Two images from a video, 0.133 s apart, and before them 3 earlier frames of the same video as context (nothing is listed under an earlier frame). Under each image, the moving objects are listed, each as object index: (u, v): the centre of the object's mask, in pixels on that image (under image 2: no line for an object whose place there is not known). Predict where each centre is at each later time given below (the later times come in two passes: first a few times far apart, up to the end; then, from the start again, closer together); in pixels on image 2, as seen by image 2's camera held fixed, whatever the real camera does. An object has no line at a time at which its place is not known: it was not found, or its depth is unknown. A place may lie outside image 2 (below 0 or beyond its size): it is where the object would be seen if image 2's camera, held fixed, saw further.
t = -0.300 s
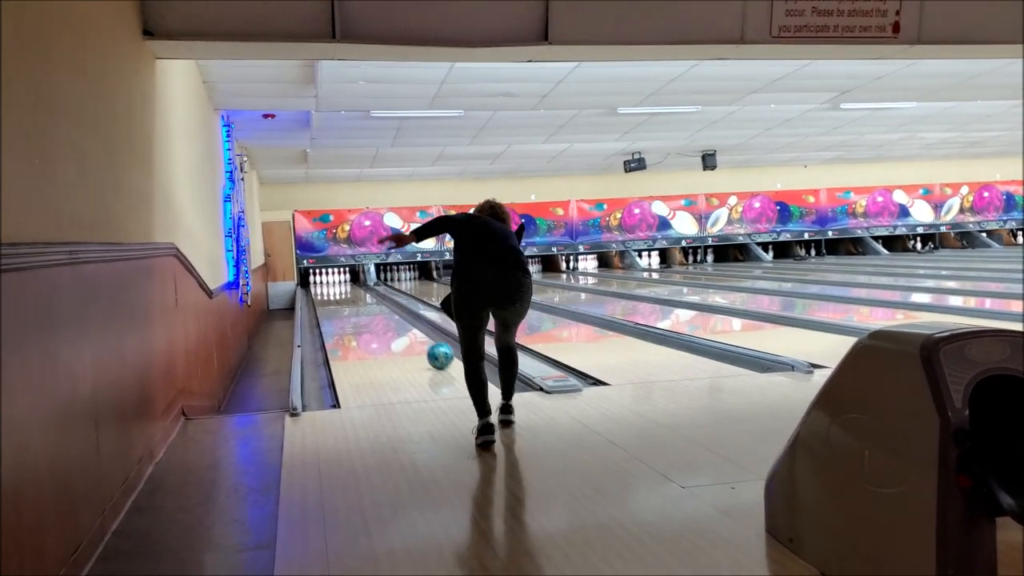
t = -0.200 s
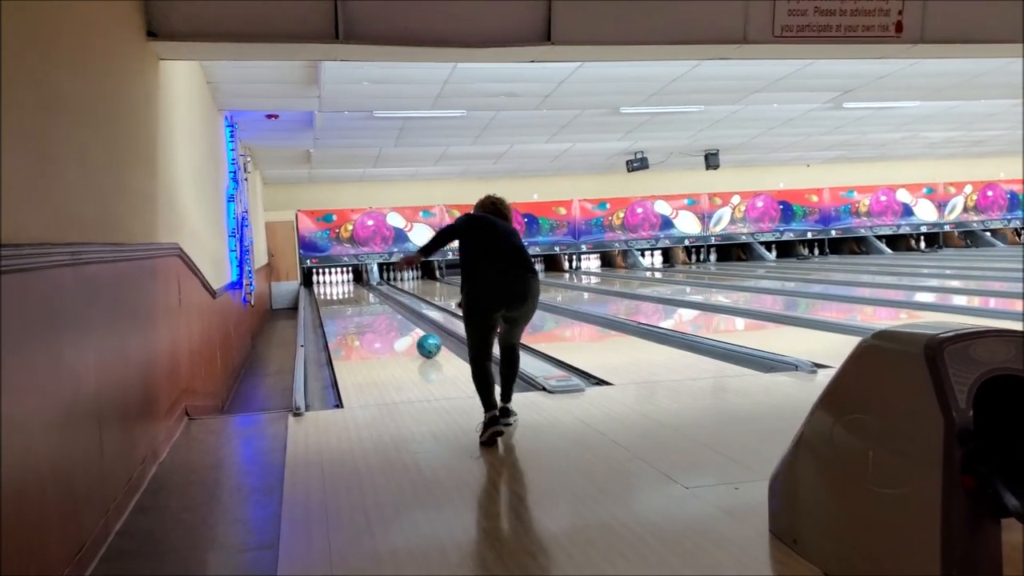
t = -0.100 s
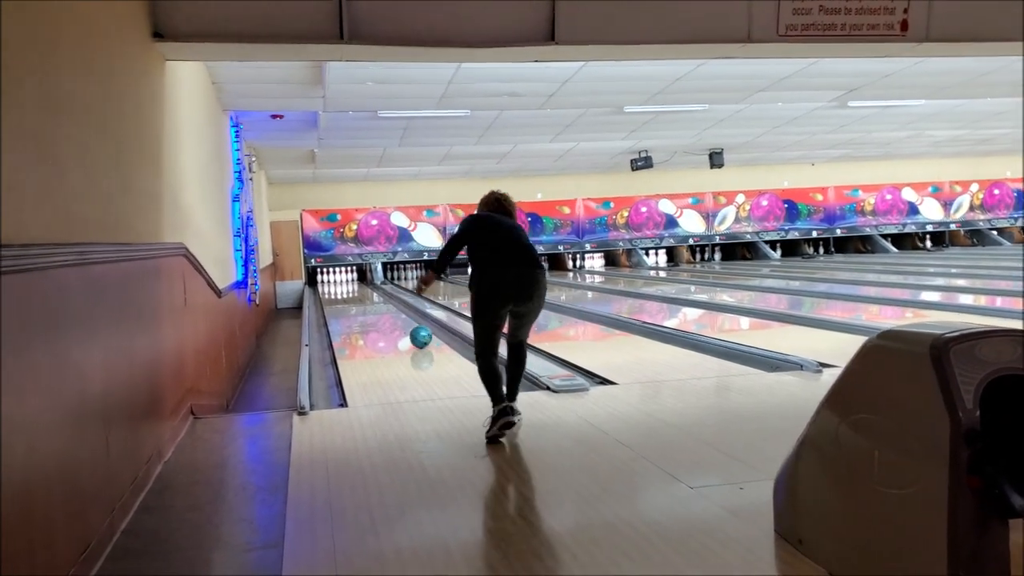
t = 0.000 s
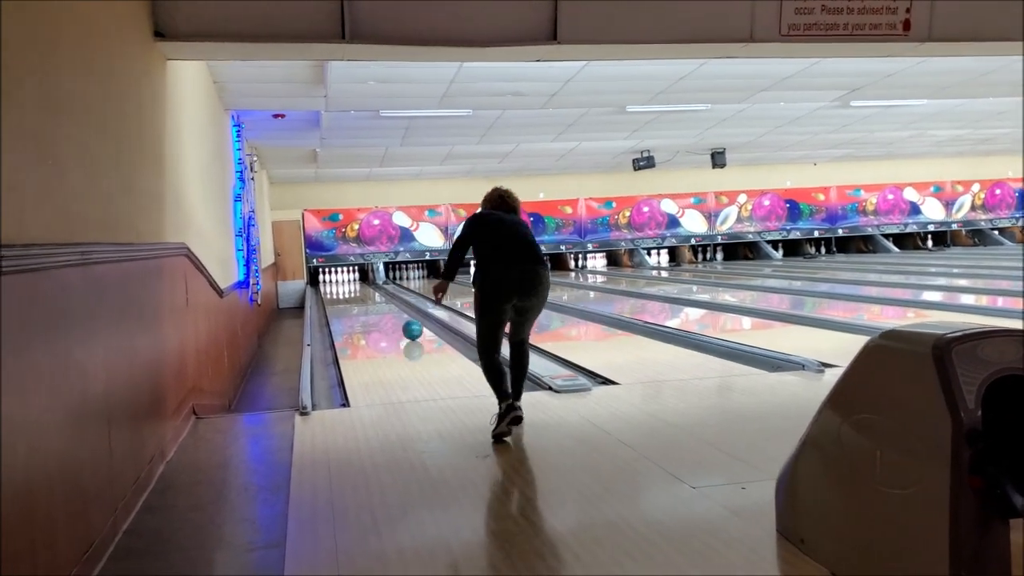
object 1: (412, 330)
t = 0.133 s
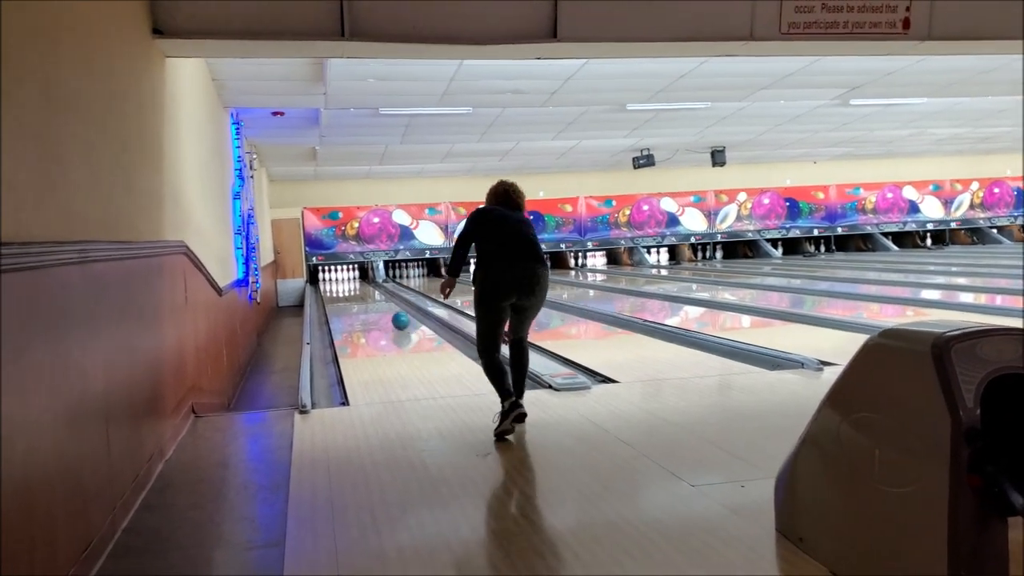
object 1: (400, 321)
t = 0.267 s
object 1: (391, 314)
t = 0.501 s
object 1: (378, 304)
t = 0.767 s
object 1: (366, 296)
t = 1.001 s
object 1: (359, 290)
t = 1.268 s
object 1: (353, 286)
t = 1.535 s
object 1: (347, 282)
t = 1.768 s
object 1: (343, 278)
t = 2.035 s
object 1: (337, 276)
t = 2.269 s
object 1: (325, 275)
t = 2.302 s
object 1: (324, 275)
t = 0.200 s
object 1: (396, 317)
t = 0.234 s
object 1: (394, 316)
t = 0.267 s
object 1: (391, 314)
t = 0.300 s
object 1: (389, 313)
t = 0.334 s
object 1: (387, 311)
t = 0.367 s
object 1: (385, 310)
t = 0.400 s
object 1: (383, 308)
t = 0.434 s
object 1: (381, 307)
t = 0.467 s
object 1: (380, 306)
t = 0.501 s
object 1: (378, 304)
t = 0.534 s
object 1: (377, 303)
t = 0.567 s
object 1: (375, 303)
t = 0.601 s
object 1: (373, 301)
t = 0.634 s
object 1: (371, 300)
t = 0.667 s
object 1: (370, 299)
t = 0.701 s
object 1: (368, 298)
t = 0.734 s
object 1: (367, 297)
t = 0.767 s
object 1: (366, 296)
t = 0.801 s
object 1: (365, 294)
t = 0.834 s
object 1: (365, 294)
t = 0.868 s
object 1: (364, 293)
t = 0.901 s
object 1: (362, 293)
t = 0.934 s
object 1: (361, 292)
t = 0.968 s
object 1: (360, 291)
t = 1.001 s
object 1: (359, 290)
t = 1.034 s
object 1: (358, 290)
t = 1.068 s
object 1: (358, 289)
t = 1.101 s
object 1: (357, 288)
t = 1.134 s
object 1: (356, 288)
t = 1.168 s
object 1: (356, 287)
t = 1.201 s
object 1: (354, 286)
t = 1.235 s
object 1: (353, 286)
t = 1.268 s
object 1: (353, 286)
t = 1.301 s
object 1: (351, 285)
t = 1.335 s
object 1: (352, 284)
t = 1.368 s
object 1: (351, 283)
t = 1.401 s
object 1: (350, 283)
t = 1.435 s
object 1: (349, 283)
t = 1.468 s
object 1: (349, 282)
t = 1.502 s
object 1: (348, 282)
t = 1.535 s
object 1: (347, 282)
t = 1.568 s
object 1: (347, 281)
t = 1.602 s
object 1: (345, 281)
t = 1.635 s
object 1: (345, 280)
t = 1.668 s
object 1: (344, 280)
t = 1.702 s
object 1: (344, 279)
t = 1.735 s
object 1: (344, 279)
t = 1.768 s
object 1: (343, 278)
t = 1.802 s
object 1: (342, 278)
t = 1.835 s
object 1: (342, 278)
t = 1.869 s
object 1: (341, 278)
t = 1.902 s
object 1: (340, 277)
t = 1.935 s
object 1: (339, 277)
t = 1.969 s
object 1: (339, 277)
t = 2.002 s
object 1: (338, 276)
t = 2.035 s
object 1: (337, 276)
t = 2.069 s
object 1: (337, 276)
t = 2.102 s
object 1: (336, 275)
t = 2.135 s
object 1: (333, 275)
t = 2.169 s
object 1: (332, 275)
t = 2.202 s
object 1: (330, 275)
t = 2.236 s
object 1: (327, 275)
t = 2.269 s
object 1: (325, 275)
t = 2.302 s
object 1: (324, 275)
